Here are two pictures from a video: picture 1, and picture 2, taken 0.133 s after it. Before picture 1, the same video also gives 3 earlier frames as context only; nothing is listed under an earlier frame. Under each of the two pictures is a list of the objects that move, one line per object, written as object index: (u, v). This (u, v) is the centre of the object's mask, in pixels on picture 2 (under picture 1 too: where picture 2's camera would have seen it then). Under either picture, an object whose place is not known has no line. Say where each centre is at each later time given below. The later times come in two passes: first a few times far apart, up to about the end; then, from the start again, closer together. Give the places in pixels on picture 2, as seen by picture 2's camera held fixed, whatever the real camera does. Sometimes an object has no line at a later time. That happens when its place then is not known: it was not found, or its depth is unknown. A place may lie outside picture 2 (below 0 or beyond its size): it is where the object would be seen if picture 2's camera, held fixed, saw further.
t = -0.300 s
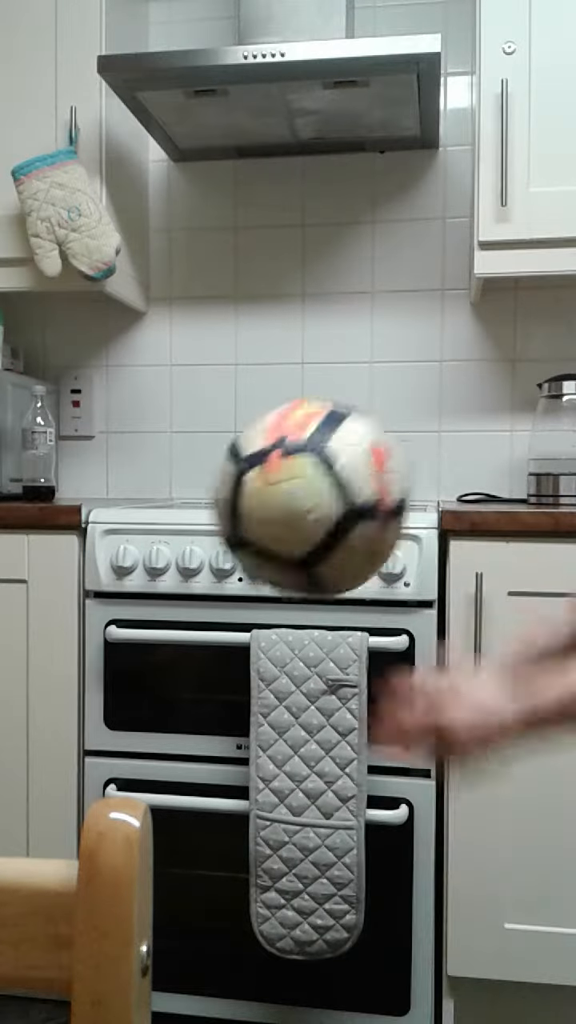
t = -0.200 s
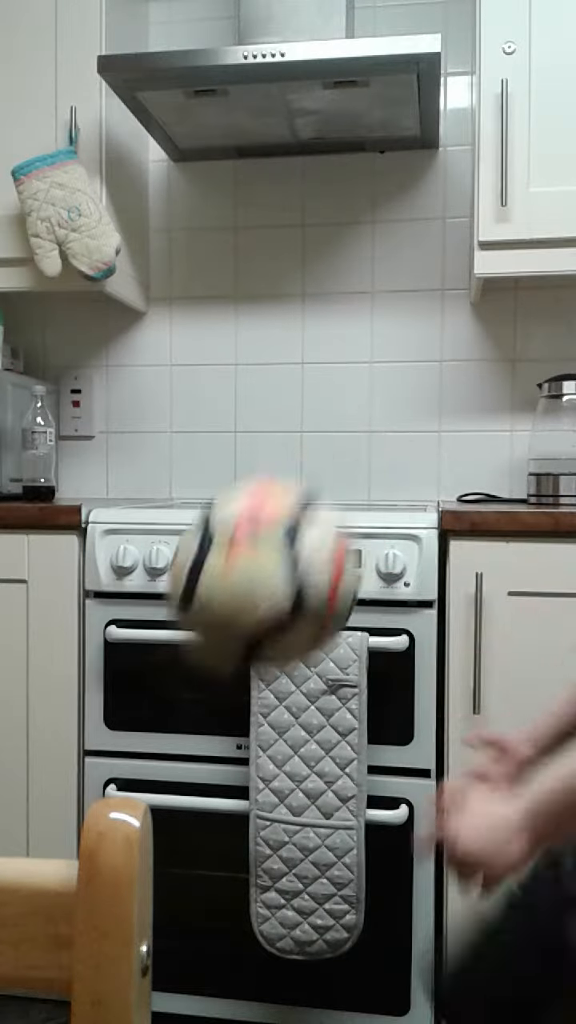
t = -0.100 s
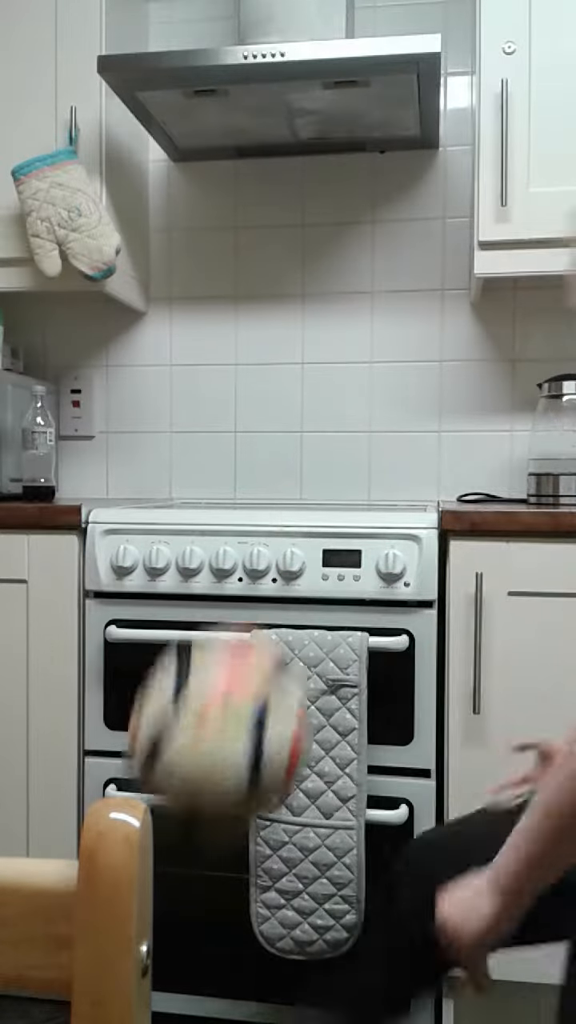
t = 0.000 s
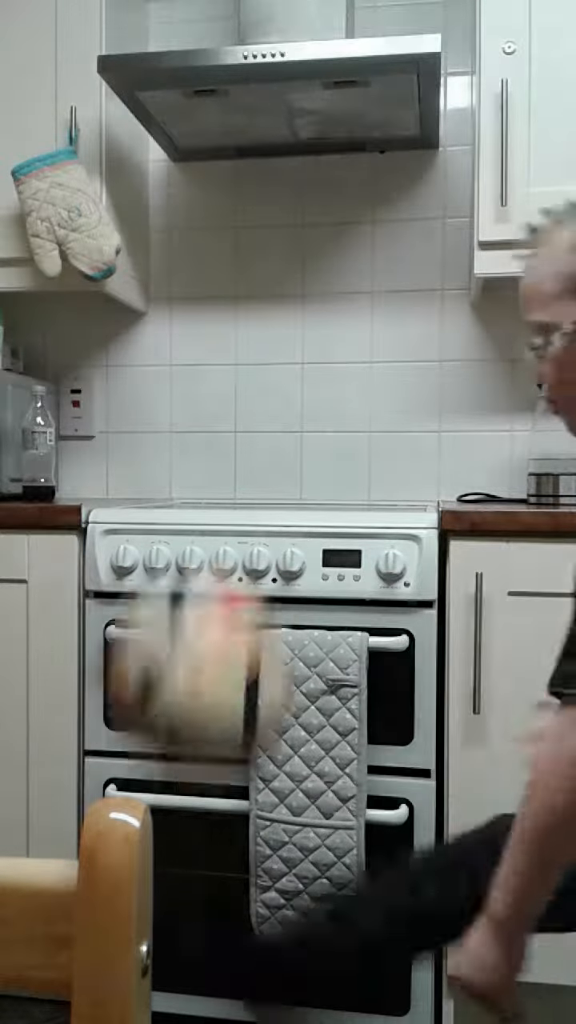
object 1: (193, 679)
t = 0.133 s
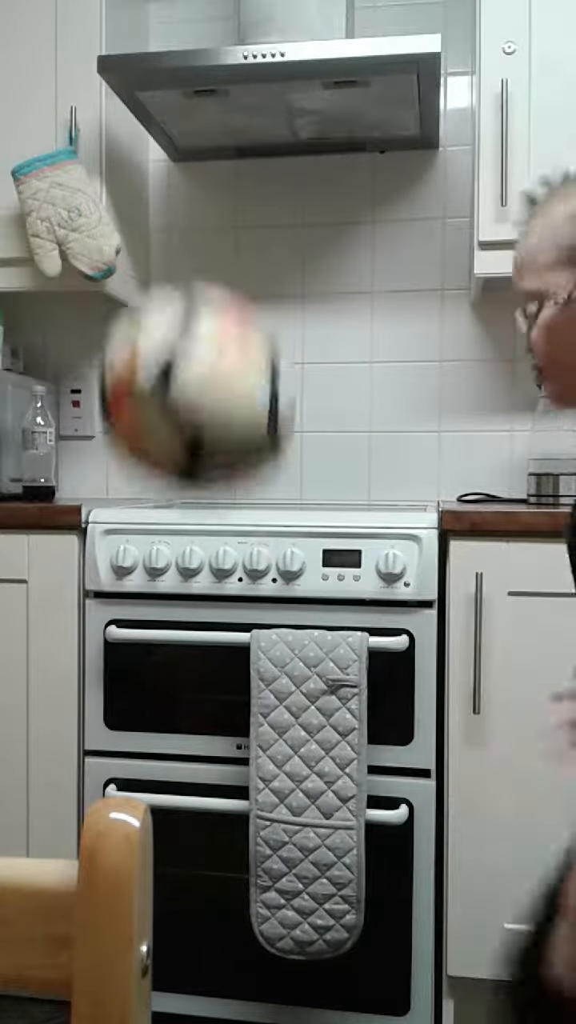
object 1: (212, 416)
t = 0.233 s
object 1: (196, 269)
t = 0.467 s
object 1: (189, 320)
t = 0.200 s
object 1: (200, 304)
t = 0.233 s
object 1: (196, 269)
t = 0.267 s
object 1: (200, 253)
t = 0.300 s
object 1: (195, 241)
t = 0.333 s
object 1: (191, 233)
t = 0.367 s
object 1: (210, 255)
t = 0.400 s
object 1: (214, 273)
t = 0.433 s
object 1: (213, 302)
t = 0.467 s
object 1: (189, 320)
